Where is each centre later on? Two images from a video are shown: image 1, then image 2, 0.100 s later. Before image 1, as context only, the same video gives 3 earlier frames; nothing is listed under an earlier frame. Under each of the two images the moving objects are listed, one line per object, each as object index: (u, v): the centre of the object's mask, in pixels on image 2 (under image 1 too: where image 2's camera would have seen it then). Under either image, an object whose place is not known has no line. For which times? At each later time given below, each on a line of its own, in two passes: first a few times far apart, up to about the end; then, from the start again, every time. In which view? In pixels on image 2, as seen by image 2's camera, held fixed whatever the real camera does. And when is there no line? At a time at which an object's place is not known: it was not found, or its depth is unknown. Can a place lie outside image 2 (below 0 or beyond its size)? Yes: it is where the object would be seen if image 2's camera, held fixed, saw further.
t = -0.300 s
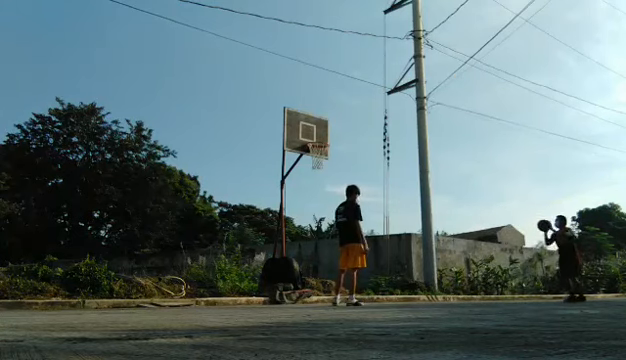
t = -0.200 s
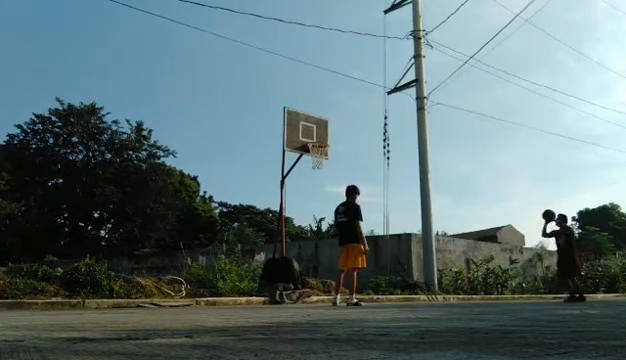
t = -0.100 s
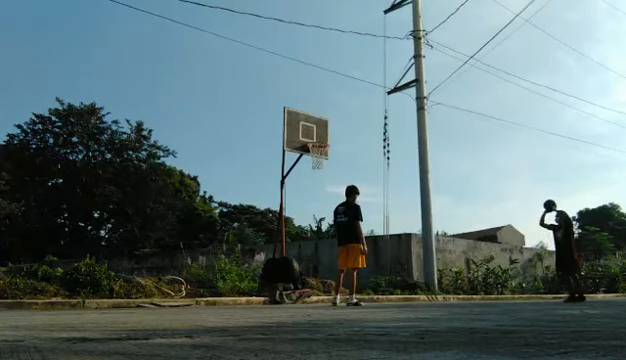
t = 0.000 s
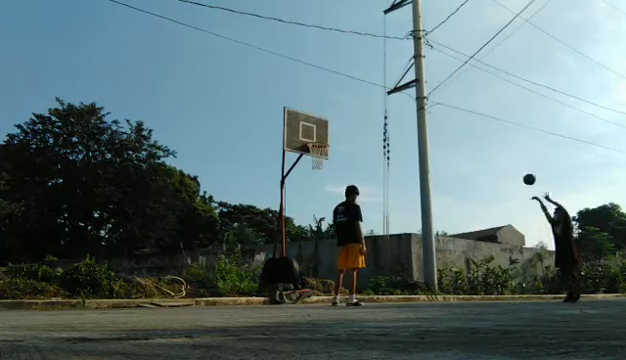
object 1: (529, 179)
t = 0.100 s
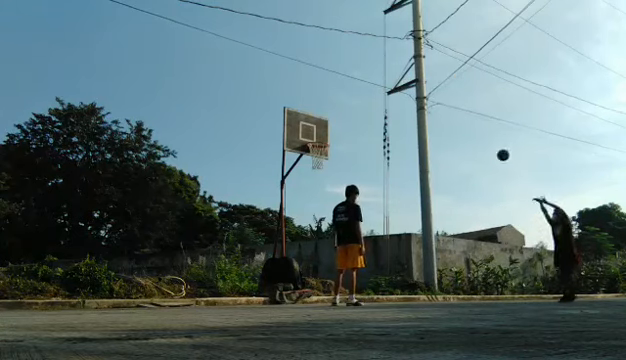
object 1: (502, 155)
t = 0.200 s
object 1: (477, 136)
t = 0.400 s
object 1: (430, 113)
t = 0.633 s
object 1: (376, 110)
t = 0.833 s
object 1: (331, 128)
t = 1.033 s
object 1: (325, 131)
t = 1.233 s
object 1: (347, 128)
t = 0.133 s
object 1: (494, 148)
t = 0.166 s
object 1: (486, 142)
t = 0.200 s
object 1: (477, 136)
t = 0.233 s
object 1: (469, 131)
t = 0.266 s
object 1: (461, 126)
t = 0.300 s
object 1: (453, 122)
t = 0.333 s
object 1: (445, 119)
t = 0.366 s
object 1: (438, 115)
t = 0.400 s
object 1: (430, 113)
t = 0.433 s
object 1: (422, 110)
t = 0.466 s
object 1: (413, 109)
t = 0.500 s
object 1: (406, 108)
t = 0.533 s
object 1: (399, 108)
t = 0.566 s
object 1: (391, 108)
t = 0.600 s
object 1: (383, 109)
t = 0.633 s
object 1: (376, 110)
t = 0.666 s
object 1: (368, 112)
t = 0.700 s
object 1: (361, 114)
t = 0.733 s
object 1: (353, 117)
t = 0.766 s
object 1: (346, 120)
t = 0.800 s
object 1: (338, 124)
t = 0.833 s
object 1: (331, 128)
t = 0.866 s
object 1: (323, 134)
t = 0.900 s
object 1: (315, 139)
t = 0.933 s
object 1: (315, 139)
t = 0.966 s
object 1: (317, 136)
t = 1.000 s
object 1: (321, 134)
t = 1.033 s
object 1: (325, 131)
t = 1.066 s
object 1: (328, 129)
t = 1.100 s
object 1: (332, 127)
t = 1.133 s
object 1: (335, 127)
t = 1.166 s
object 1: (339, 127)
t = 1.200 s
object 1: (343, 127)
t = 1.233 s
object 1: (347, 128)
